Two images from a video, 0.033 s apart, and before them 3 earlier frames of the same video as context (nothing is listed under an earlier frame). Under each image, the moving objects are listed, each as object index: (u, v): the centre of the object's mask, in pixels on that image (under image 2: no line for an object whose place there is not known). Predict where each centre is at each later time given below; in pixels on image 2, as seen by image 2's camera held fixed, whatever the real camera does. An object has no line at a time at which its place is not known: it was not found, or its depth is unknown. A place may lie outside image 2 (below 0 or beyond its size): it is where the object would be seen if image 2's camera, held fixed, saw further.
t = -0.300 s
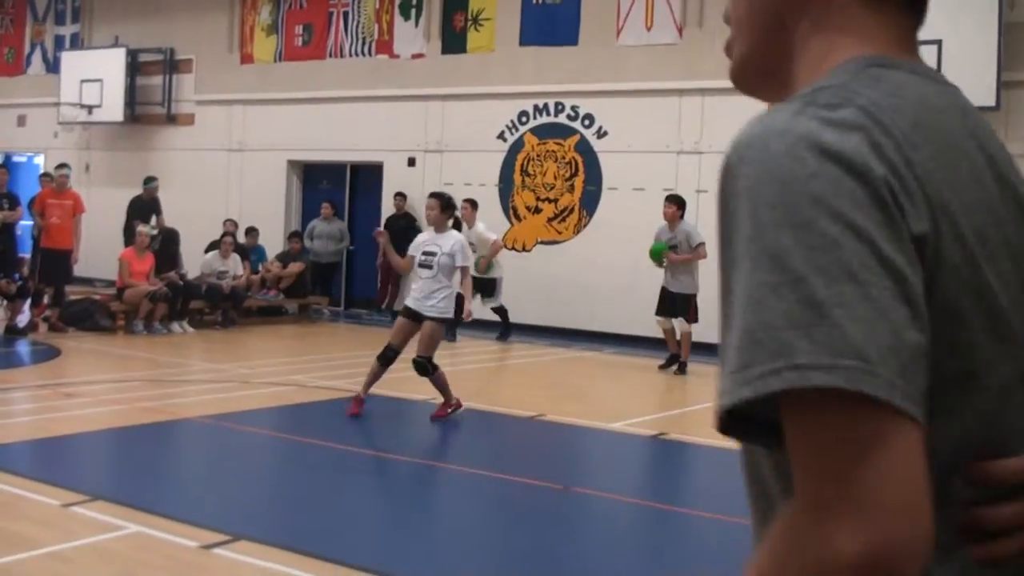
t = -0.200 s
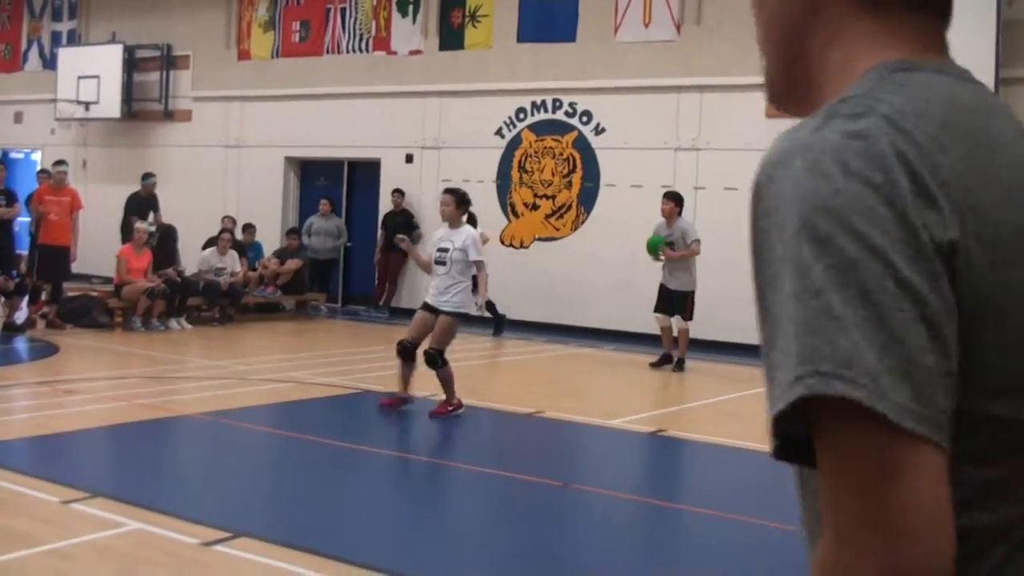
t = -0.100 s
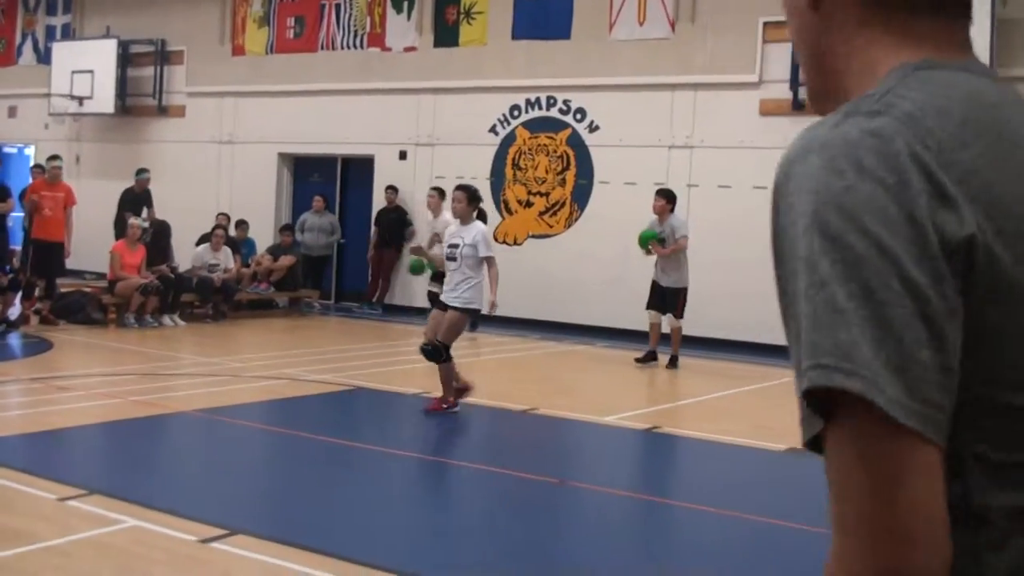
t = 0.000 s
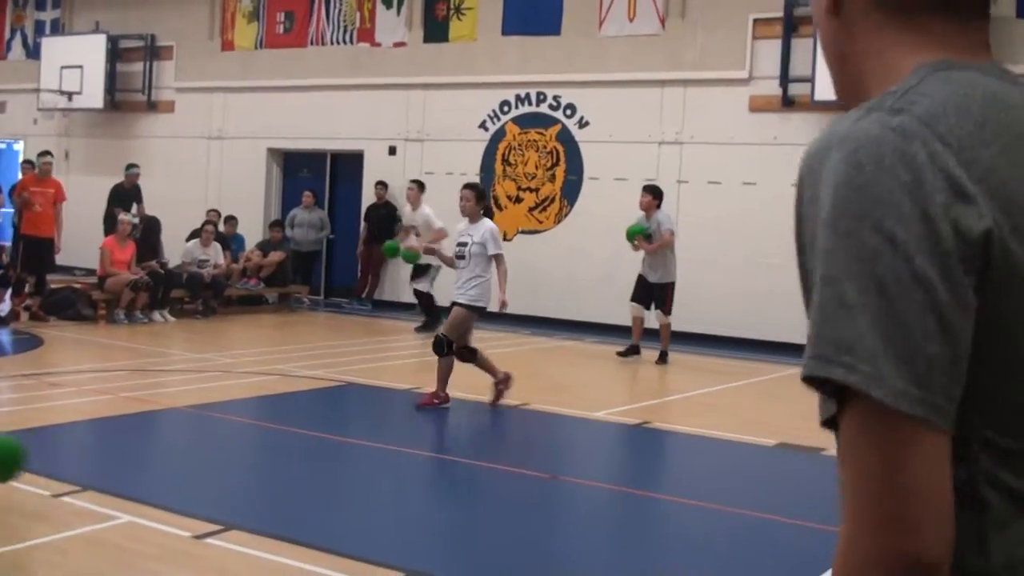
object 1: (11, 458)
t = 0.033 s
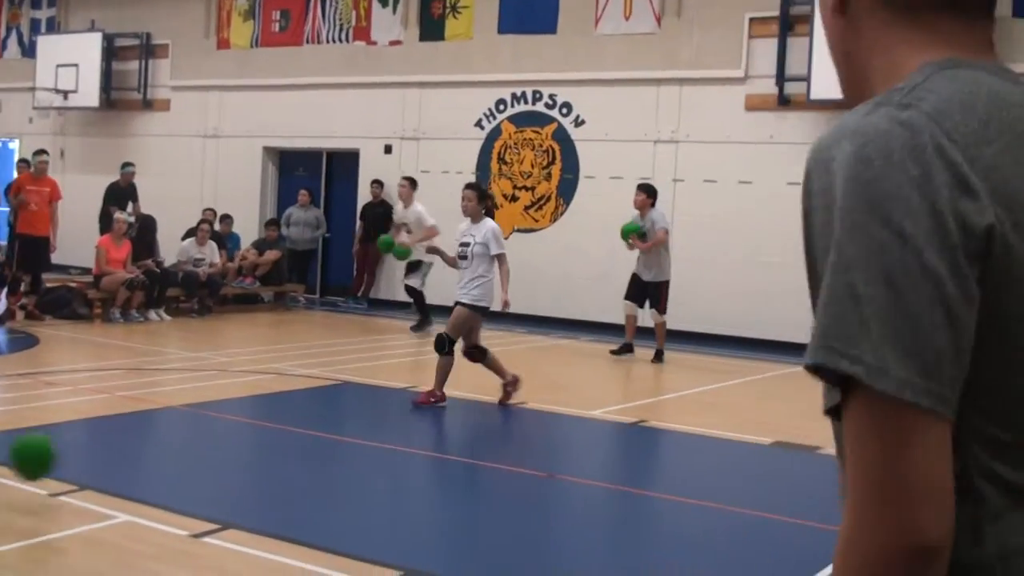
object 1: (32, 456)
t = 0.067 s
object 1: (65, 458)
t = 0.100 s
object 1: (97, 463)
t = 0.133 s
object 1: (126, 470)
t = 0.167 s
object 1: (155, 465)
